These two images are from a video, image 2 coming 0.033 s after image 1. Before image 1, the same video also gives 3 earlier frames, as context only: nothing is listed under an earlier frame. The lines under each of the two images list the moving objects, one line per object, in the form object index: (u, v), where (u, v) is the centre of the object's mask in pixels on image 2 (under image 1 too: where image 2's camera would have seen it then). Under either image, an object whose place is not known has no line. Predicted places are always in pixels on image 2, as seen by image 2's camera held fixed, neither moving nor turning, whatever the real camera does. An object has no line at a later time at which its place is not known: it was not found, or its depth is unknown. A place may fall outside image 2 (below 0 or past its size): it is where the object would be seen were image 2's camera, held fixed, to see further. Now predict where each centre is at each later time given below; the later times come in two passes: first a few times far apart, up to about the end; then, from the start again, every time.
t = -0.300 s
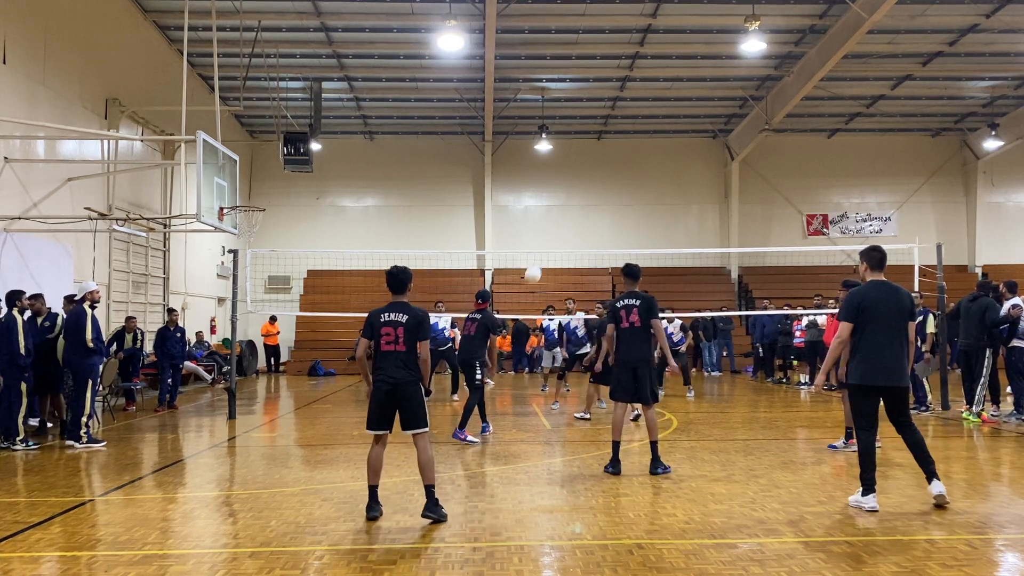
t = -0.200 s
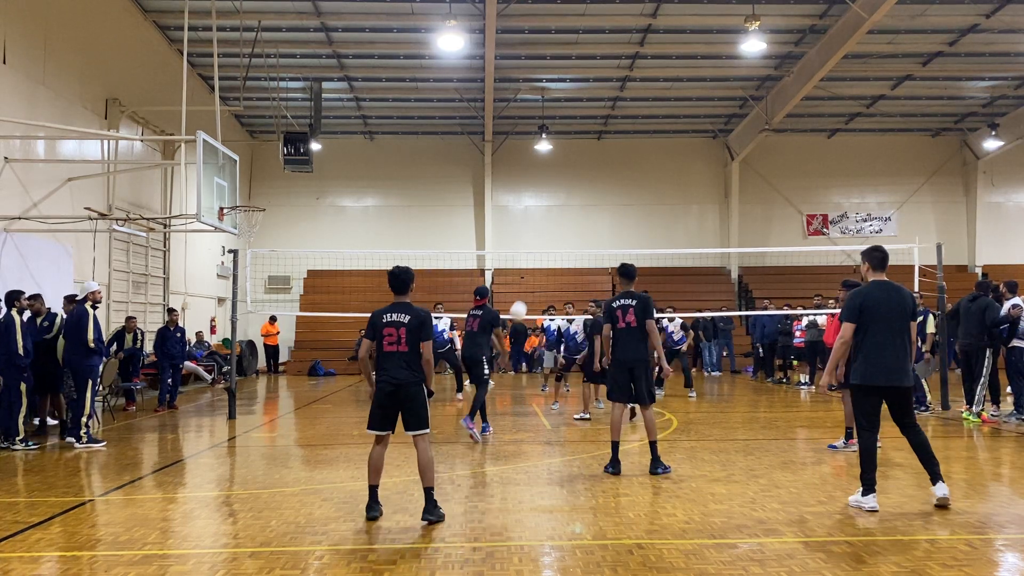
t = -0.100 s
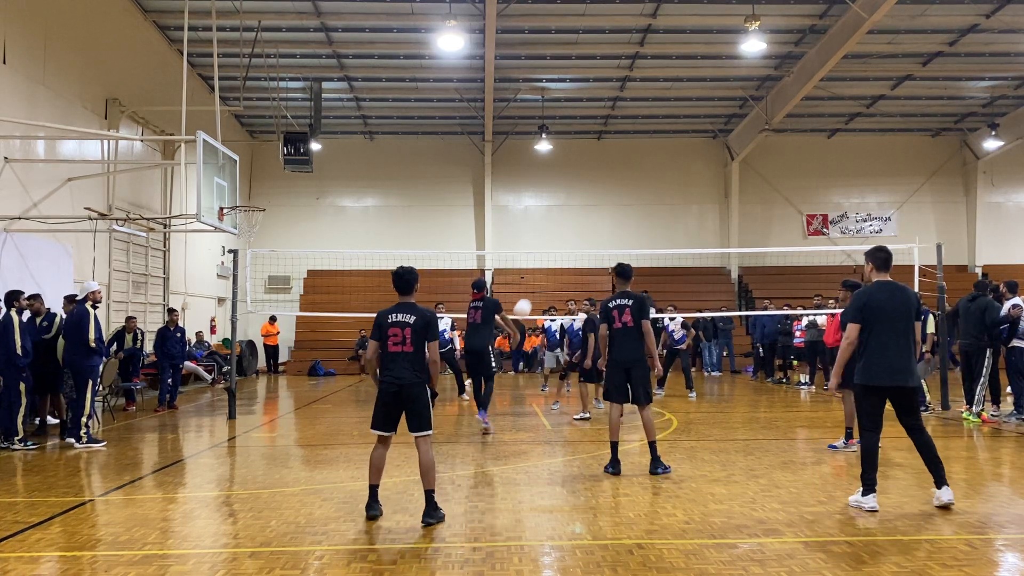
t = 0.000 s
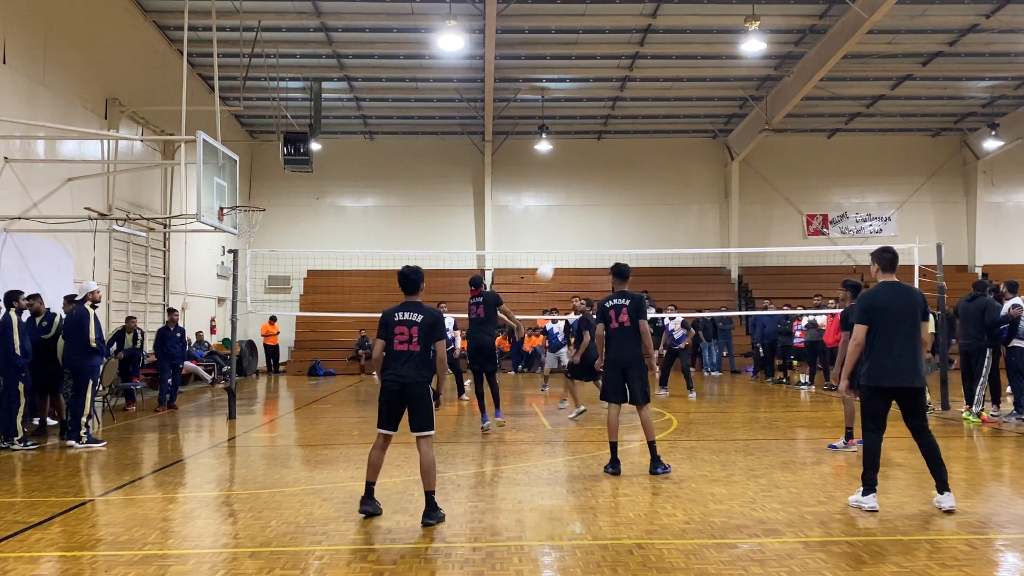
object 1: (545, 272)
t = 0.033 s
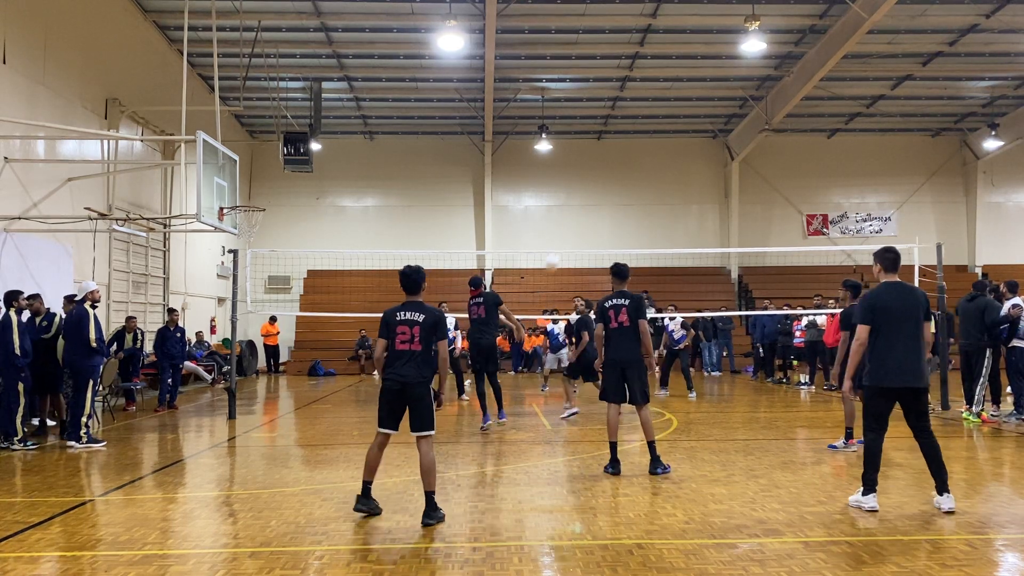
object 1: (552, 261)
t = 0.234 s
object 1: (593, 221)
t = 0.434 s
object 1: (629, 212)
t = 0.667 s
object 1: (666, 233)
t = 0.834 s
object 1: (691, 267)
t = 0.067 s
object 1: (560, 252)
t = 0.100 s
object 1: (567, 244)
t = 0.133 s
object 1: (573, 237)
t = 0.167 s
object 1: (580, 231)
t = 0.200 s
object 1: (587, 226)
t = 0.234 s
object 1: (593, 221)
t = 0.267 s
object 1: (599, 218)
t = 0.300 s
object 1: (606, 215)
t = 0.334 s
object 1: (612, 213)
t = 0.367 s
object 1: (618, 212)
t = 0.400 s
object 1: (623, 211)
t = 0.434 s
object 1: (629, 212)
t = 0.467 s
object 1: (635, 213)
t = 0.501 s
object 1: (640, 214)
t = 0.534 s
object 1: (645, 216)
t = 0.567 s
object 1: (651, 220)
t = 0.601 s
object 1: (656, 223)
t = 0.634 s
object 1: (661, 227)
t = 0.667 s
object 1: (666, 233)
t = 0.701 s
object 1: (671, 238)
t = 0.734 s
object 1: (676, 243)
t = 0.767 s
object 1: (681, 250)
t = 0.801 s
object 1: (686, 258)
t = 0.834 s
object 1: (691, 267)
